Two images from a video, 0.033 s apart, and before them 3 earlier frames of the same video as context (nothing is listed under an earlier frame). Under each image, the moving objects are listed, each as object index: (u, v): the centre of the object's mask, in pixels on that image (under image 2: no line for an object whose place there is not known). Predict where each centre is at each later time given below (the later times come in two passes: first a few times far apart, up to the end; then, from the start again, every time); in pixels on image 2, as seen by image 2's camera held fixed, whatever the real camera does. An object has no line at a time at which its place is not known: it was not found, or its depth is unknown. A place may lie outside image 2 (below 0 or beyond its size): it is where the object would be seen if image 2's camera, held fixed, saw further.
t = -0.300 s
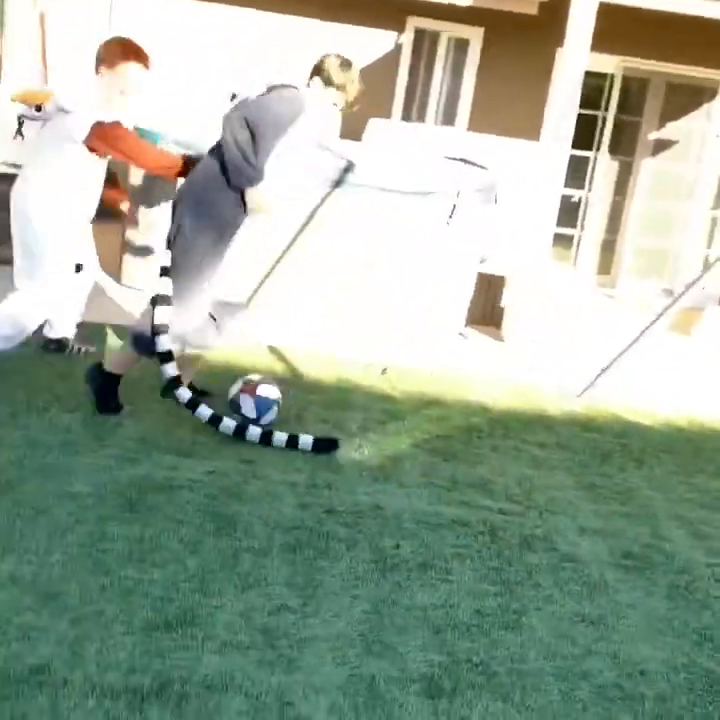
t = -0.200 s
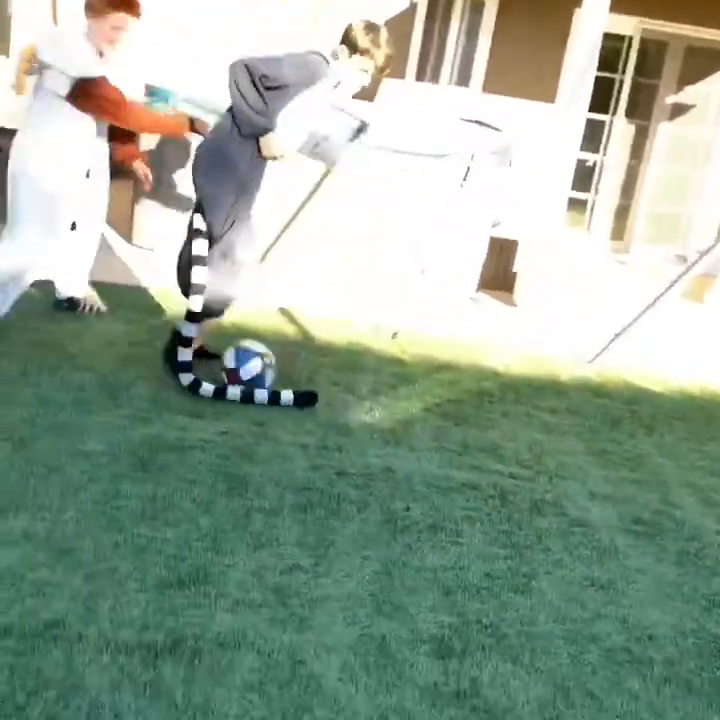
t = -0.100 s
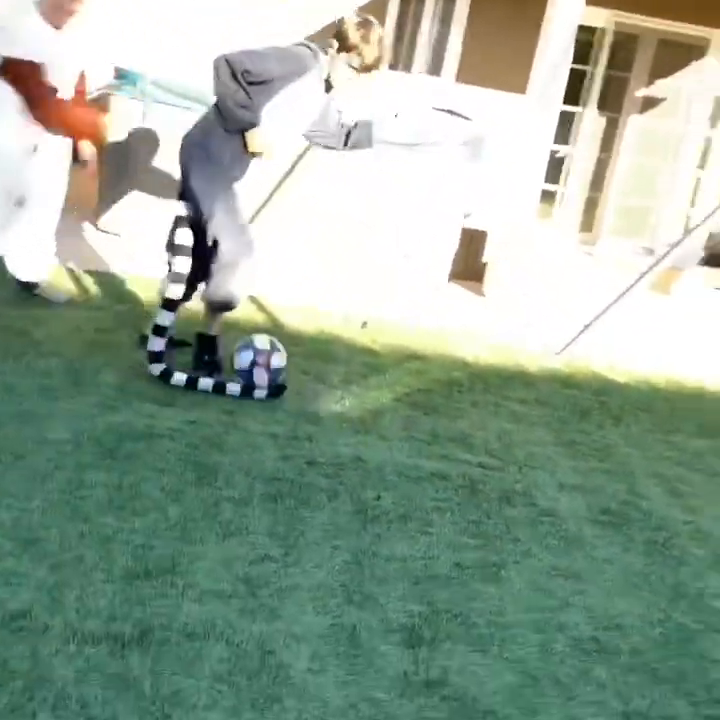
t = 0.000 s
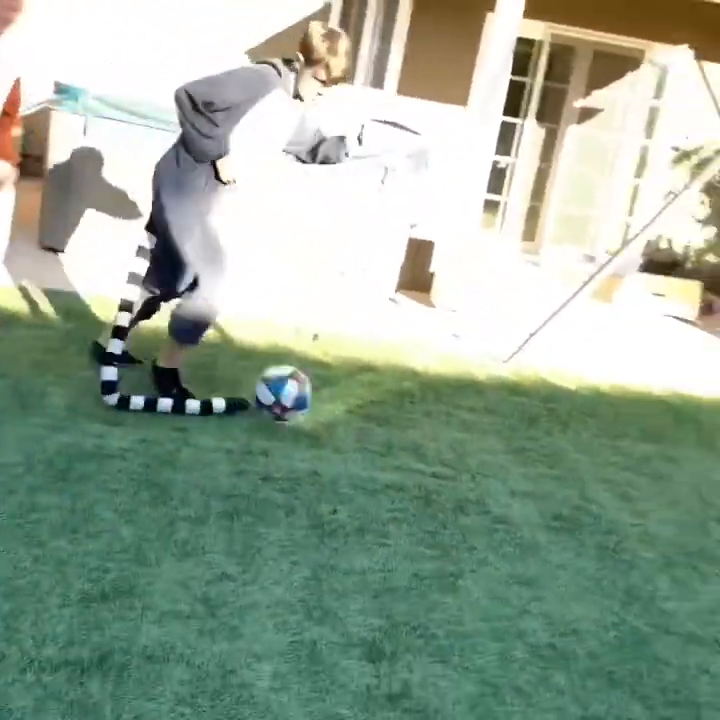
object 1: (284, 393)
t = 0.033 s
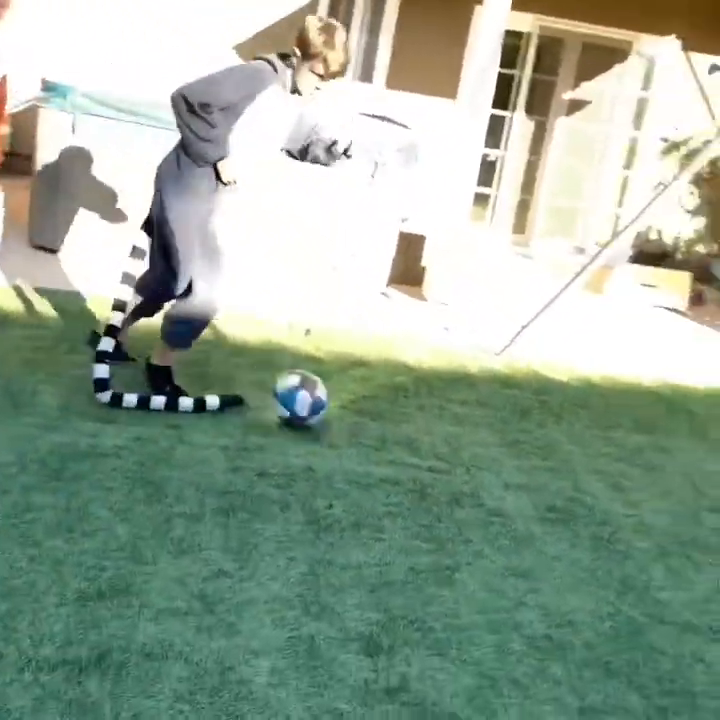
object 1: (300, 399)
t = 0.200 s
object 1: (389, 420)
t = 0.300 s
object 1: (423, 428)
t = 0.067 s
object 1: (320, 404)
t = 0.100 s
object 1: (337, 405)
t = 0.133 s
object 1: (354, 407)
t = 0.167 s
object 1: (372, 414)
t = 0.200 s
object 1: (389, 420)
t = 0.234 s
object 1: (401, 423)
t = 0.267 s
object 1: (412, 425)
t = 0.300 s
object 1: (423, 428)
